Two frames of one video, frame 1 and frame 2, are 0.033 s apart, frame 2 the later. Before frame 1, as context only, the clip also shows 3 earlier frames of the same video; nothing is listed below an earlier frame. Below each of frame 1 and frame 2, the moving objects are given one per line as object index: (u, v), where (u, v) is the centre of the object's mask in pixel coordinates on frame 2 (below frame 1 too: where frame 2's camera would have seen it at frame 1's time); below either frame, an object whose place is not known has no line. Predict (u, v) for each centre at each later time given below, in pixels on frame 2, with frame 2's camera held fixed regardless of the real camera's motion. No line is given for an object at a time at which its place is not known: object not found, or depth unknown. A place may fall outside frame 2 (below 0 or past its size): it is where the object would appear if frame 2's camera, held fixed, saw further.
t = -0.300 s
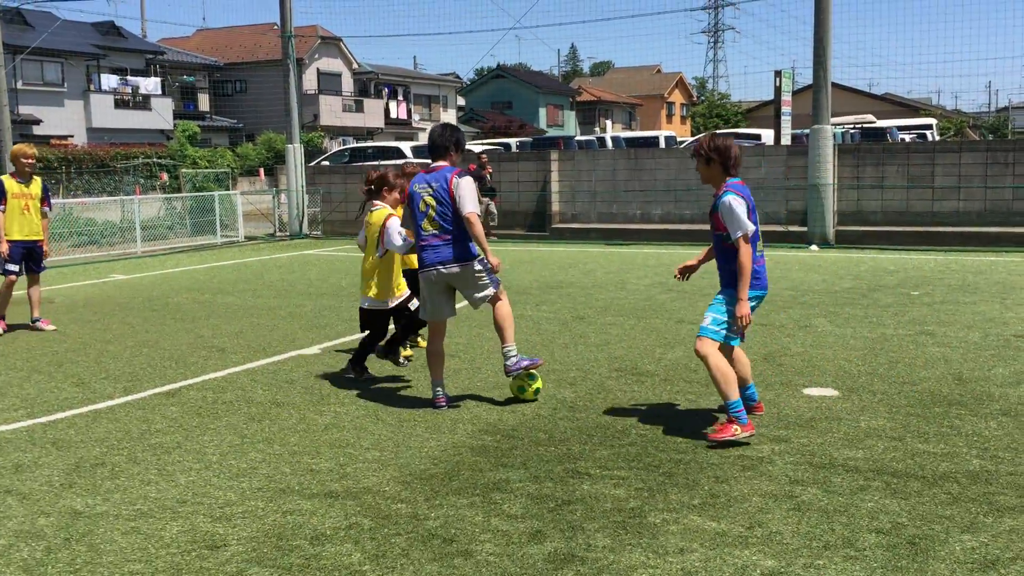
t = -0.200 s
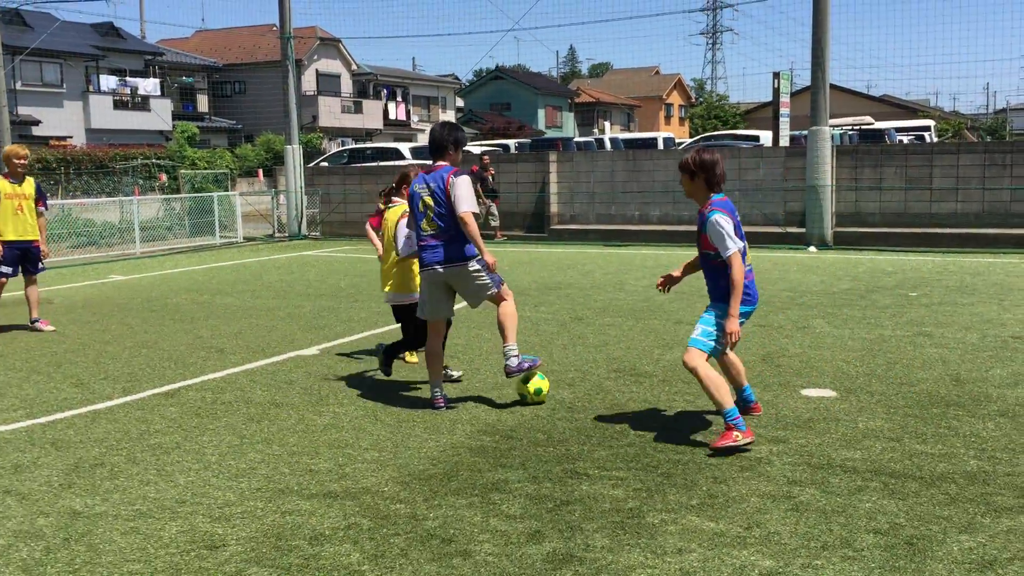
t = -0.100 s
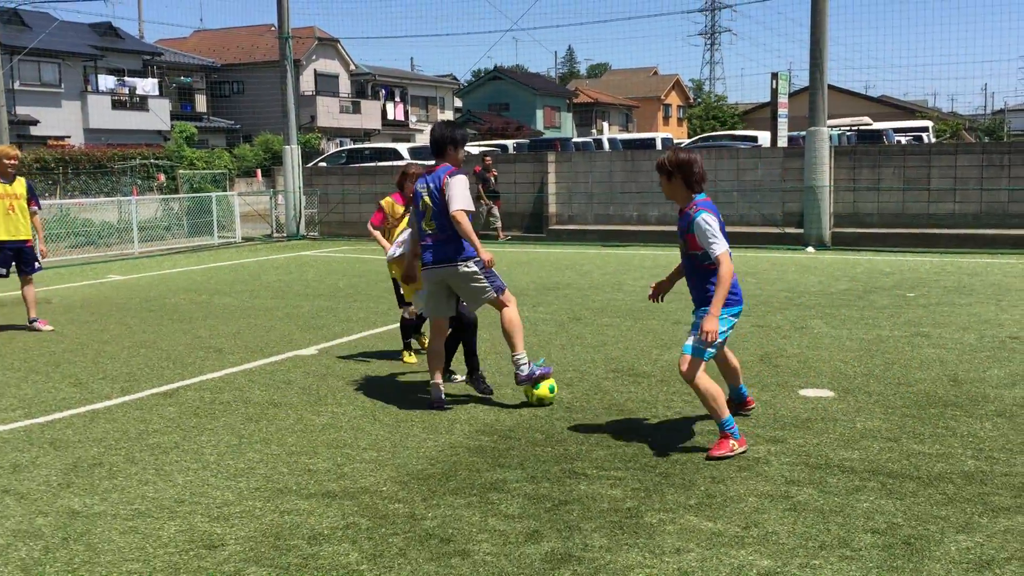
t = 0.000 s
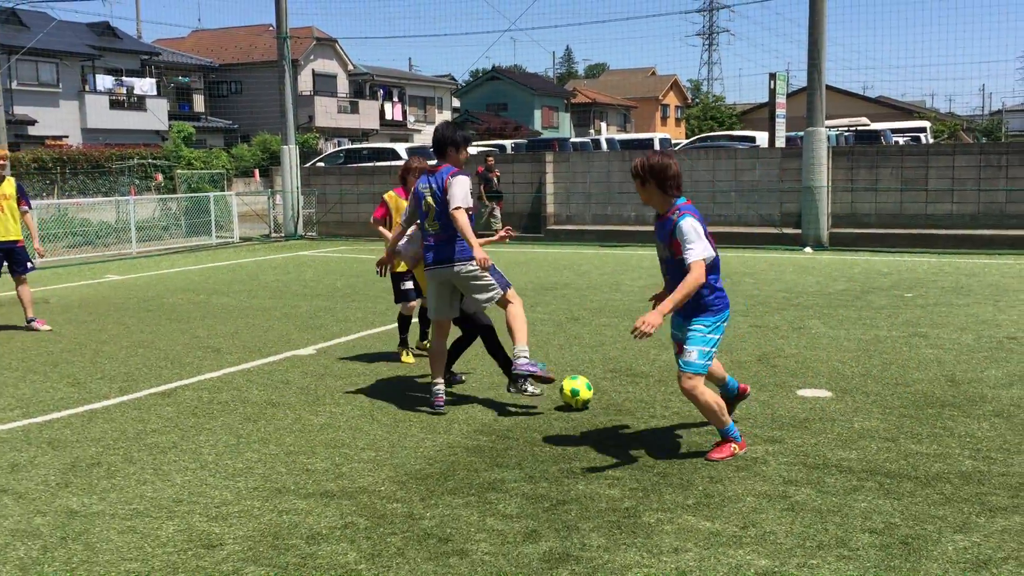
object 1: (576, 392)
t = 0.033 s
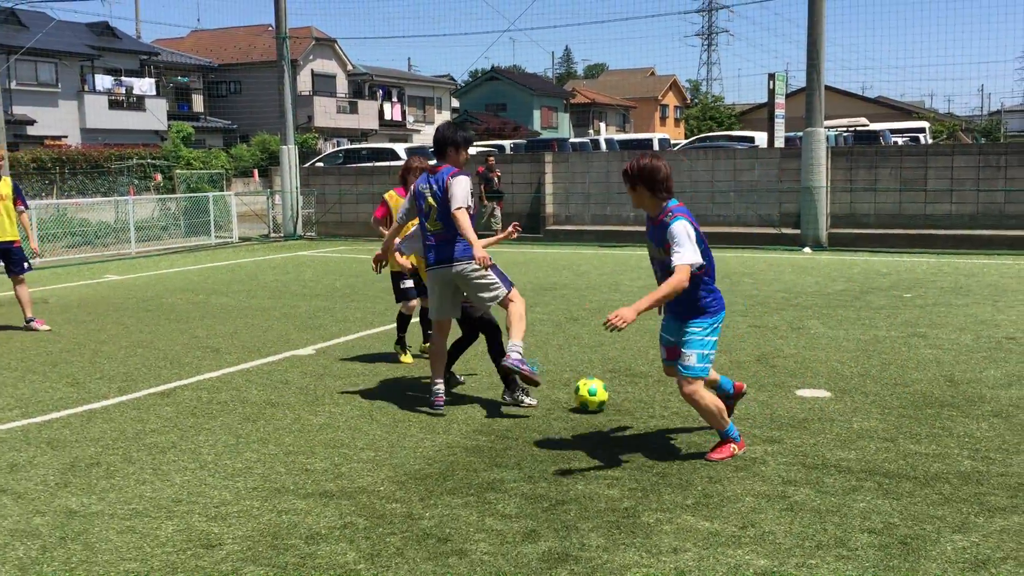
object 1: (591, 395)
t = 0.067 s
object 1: (606, 396)
